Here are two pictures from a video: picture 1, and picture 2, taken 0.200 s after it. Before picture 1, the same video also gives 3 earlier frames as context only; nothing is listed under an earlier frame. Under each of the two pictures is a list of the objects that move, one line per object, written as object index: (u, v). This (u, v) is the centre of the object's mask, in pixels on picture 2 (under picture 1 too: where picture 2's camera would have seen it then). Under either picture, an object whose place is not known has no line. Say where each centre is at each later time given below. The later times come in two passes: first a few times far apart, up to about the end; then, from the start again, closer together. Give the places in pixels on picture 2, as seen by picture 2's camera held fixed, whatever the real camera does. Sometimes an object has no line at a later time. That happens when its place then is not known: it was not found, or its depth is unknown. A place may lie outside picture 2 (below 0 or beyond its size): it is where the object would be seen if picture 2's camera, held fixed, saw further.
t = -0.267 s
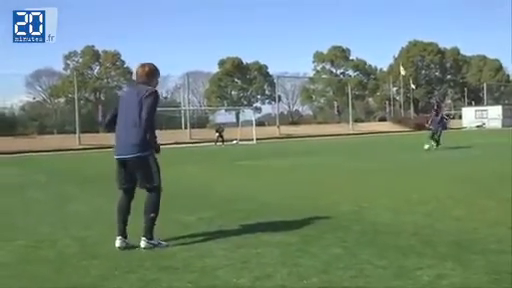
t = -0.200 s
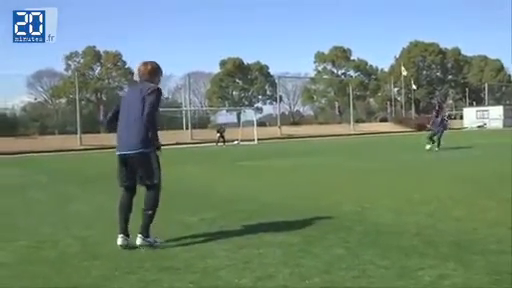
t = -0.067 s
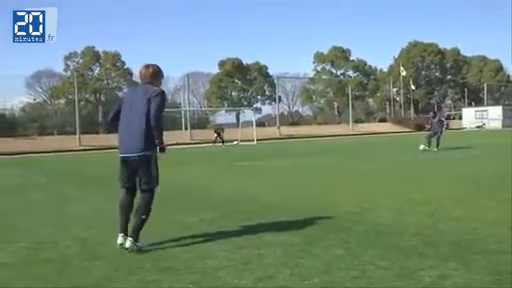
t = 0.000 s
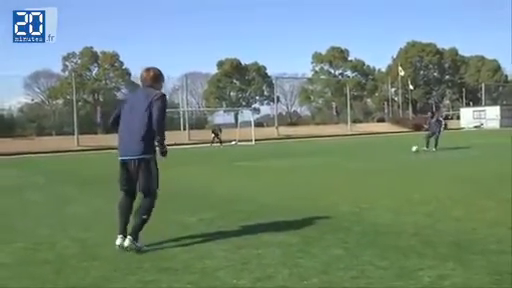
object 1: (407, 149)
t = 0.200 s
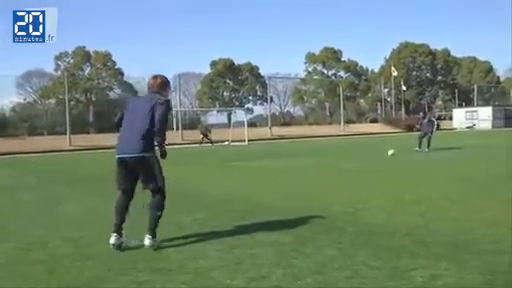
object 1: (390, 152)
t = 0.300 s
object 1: (382, 153)
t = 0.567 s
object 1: (362, 156)
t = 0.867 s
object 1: (337, 163)
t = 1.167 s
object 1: (308, 166)
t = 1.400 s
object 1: (282, 172)
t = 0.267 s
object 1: (383, 153)
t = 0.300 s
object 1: (382, 153)
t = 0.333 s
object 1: (380, 153)
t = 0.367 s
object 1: (377, 153)
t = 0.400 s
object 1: (374, 154)
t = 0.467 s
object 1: (369, 157)
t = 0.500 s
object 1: (366, 157)
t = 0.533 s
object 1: (364, 156)
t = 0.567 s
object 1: (362, 156)
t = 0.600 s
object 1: (359, 157)
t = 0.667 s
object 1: (354, 159)
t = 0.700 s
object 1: (352, 160)
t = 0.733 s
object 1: (349, 160)
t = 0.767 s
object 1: (346, 160)
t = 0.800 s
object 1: (343, 161)
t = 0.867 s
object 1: (337, 163)
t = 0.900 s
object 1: (334, 163)
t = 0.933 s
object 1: (331, 162)
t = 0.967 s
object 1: (328, 163)
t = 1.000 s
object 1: (325, 164)
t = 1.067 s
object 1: (318, 165)
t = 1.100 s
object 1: (315, 165)
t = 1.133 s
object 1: (311, 165)
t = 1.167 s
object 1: (308, 166)
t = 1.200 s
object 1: (304, 166)
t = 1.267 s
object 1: (297, 170)
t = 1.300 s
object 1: (293, 170)
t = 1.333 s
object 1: (289, 170)
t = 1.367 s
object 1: (285, 170)
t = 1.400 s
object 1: (282, 172)
